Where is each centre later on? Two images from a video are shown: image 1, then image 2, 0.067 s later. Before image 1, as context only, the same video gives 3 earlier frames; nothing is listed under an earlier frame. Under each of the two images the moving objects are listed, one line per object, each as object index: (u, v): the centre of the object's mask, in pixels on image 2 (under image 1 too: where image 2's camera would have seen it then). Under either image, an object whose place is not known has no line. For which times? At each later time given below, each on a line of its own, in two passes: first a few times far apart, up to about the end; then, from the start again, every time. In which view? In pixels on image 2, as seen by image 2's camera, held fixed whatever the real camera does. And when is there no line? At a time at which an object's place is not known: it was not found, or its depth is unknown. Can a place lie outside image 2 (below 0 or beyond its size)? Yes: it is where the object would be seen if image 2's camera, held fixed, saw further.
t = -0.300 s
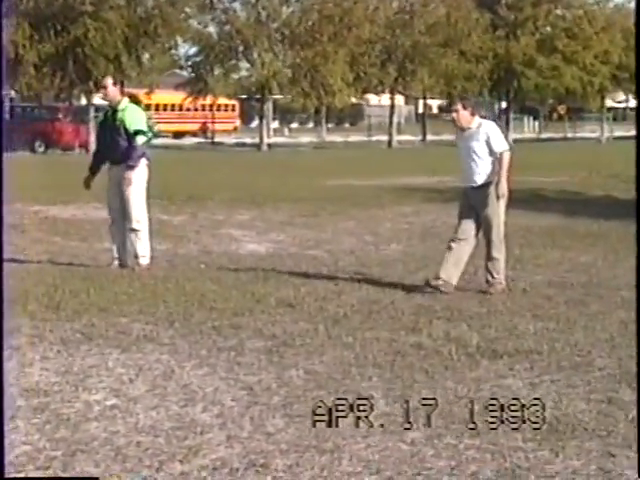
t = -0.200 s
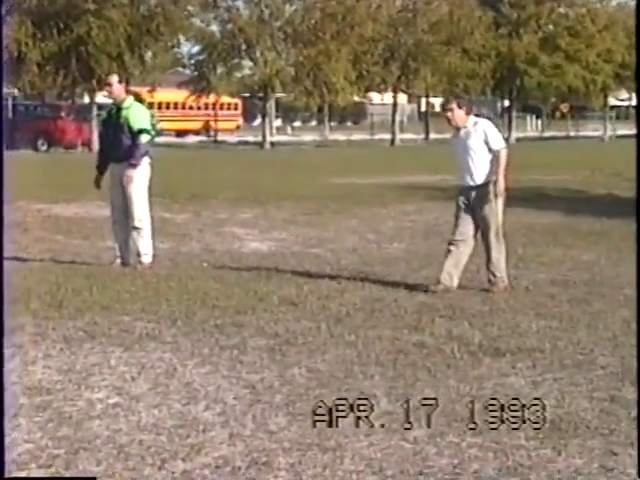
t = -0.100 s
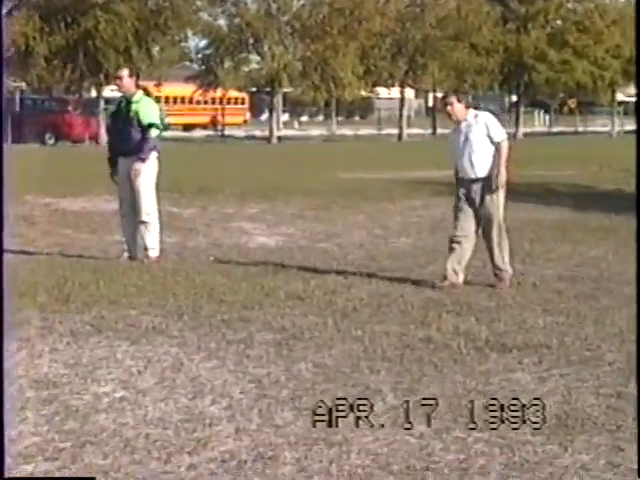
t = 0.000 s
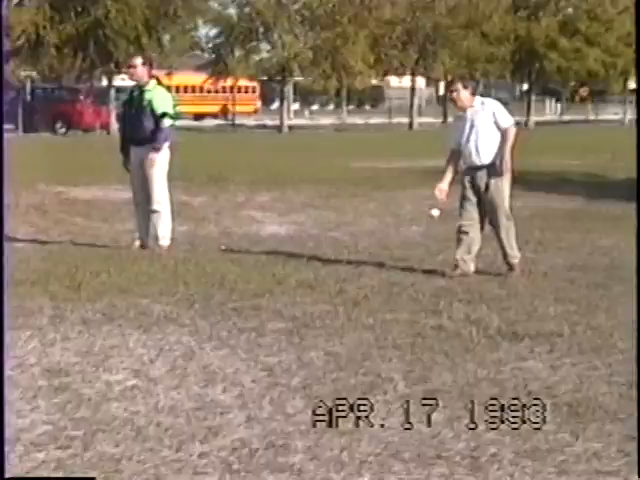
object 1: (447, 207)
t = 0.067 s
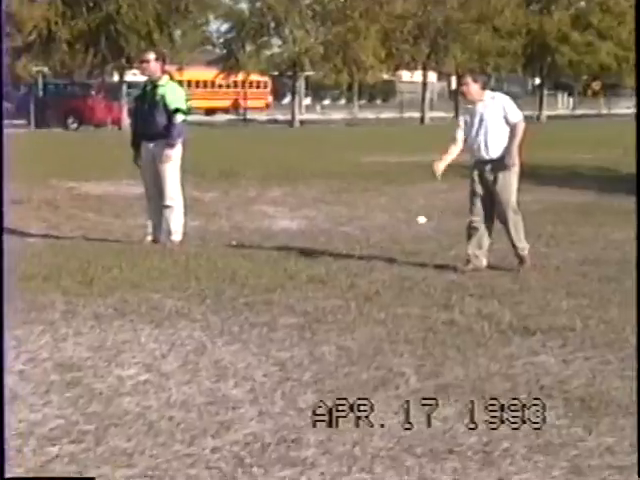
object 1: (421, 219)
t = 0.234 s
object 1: (354, 276)
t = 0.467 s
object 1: (303, 242)
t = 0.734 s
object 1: (239, 287)
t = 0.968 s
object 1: (178, 296)
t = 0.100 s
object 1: (408, 228)
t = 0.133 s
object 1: (394, 238)
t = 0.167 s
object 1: (381, 250)
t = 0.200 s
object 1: (368, 263)
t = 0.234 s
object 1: (354, 276)
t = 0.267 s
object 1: (346, 268)
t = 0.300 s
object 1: (339, 261)
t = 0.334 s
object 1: (331, 254)
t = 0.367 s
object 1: (326, 250)
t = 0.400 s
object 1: (318, 245)
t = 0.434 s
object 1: (311, 242)
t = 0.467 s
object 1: (303, 242)
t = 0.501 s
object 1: (296, 242)
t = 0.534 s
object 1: (288, 243)
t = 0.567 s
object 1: (280, 247)
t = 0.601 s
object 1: (272, 252)
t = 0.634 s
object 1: (265, 258)
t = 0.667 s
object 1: (256, 267)
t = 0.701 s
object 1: (247, 276)
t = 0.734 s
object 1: (239, 287)
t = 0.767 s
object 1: (230, 287)
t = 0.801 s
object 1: (222, 284)
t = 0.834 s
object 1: (214, 284)
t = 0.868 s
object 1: (205, 284)
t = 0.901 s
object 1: (196, 287)
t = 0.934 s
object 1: (187, 290)
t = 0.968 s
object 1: (178, 296)
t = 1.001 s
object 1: (170, 298)
